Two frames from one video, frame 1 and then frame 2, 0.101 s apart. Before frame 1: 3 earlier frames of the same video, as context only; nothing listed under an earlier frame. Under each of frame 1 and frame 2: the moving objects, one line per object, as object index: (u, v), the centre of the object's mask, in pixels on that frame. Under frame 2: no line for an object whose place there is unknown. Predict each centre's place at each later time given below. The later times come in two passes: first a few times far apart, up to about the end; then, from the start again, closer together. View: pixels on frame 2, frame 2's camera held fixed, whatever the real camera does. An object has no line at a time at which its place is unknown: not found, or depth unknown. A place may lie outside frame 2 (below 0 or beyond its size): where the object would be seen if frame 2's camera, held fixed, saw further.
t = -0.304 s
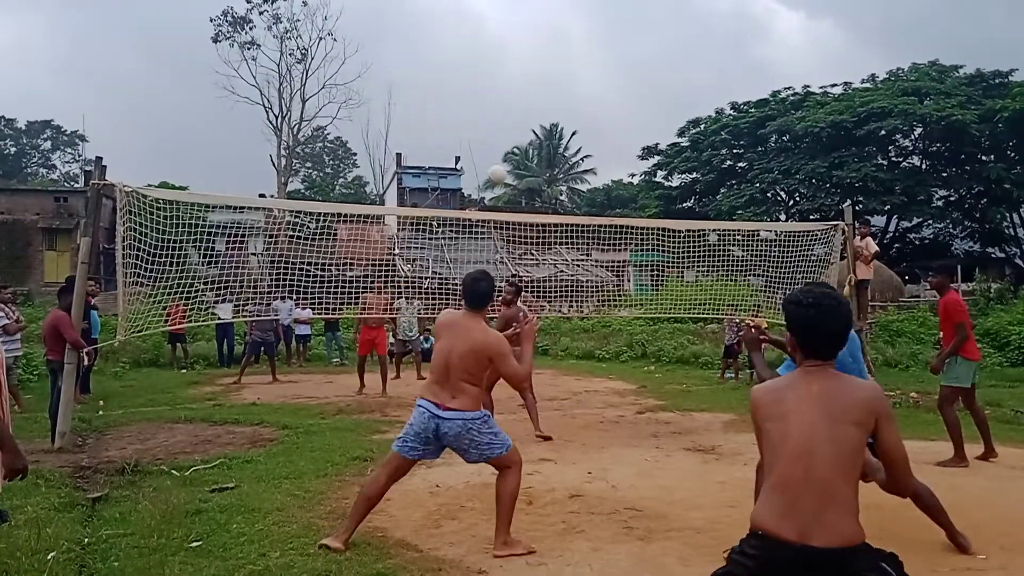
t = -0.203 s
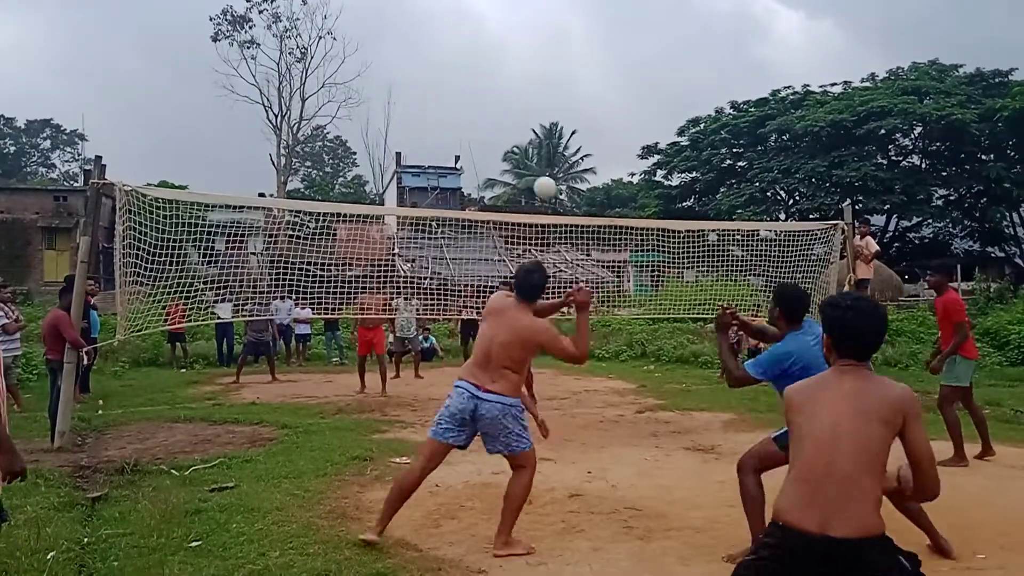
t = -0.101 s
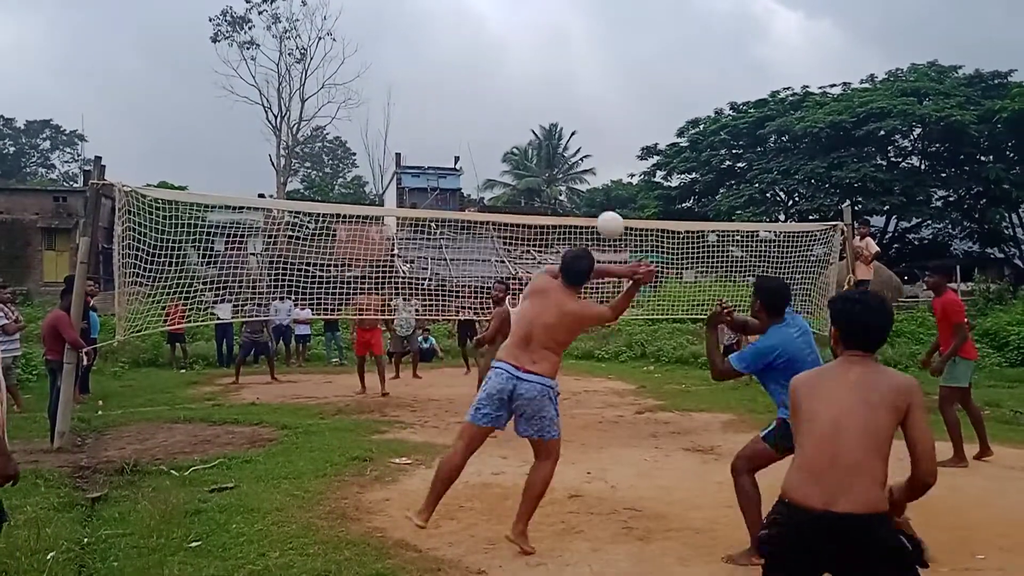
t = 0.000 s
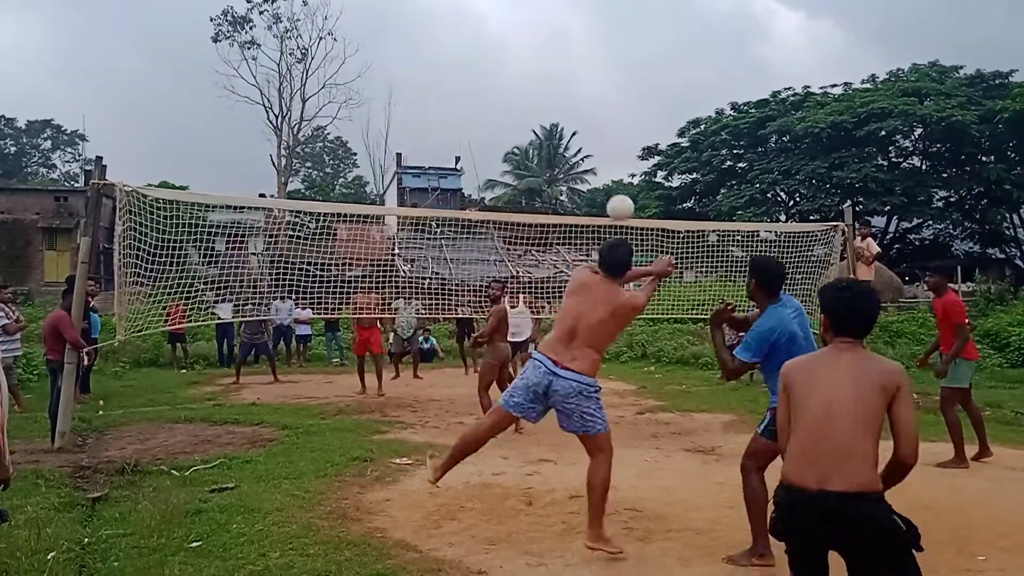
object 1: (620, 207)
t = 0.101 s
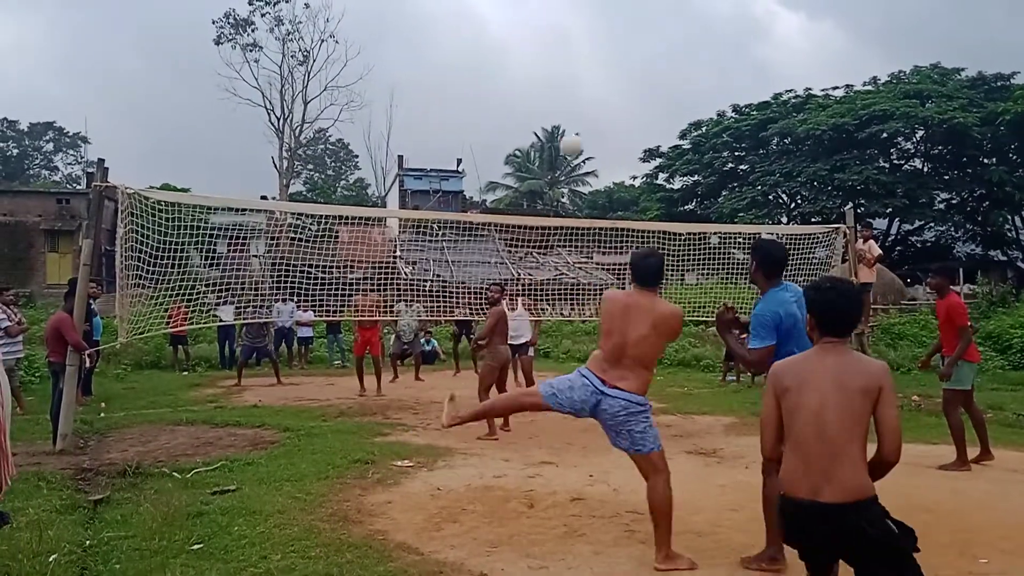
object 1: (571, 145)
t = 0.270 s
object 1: (511, 95)
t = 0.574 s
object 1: (441, 96)
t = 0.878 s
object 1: (398, 158)
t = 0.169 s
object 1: (544, 120)
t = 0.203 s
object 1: (532, 110)
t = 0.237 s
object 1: (521, 102)
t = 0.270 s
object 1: (511, 95)
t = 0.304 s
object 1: (501, 90)
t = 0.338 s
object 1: (491, 87)
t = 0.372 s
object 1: (483, 85)
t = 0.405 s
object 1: (475, 85)
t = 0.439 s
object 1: (467, 85)
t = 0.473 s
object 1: (460, 86)
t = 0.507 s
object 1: (453, 88)
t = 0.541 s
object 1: (447, 92)
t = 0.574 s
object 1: (441, 96)
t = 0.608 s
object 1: (435, 101)
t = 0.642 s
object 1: (429, 106)
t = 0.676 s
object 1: (424, 111)
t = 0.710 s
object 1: (419, 118)
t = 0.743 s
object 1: (415, 124)
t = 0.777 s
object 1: (410, 132)
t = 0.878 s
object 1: (398, 158)
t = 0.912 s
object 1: (393, 165)
